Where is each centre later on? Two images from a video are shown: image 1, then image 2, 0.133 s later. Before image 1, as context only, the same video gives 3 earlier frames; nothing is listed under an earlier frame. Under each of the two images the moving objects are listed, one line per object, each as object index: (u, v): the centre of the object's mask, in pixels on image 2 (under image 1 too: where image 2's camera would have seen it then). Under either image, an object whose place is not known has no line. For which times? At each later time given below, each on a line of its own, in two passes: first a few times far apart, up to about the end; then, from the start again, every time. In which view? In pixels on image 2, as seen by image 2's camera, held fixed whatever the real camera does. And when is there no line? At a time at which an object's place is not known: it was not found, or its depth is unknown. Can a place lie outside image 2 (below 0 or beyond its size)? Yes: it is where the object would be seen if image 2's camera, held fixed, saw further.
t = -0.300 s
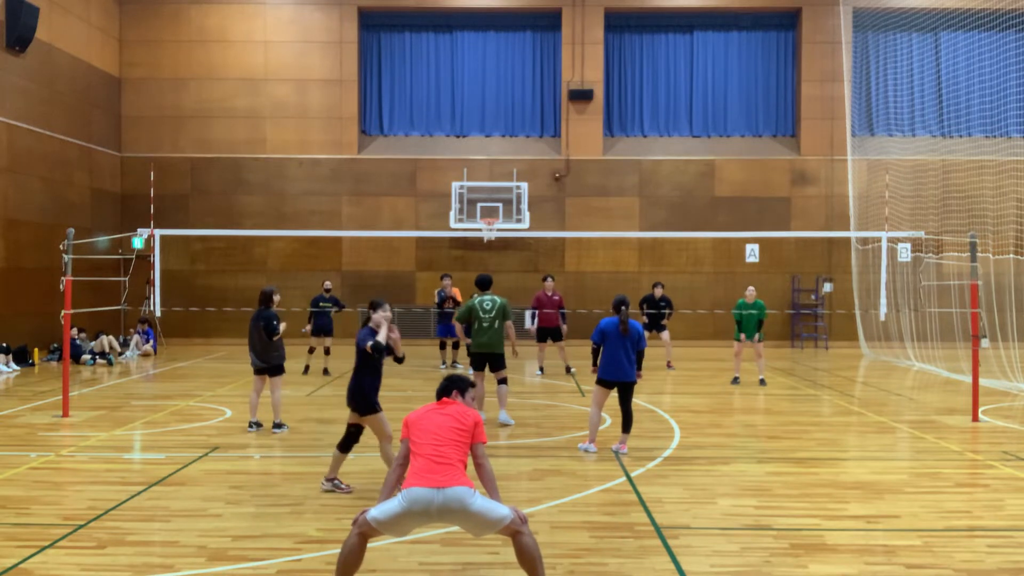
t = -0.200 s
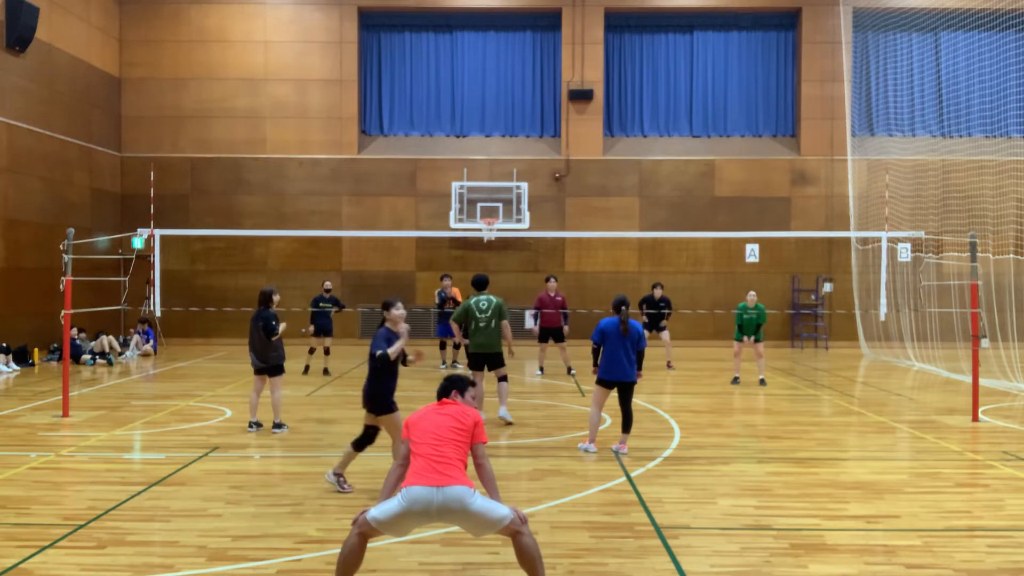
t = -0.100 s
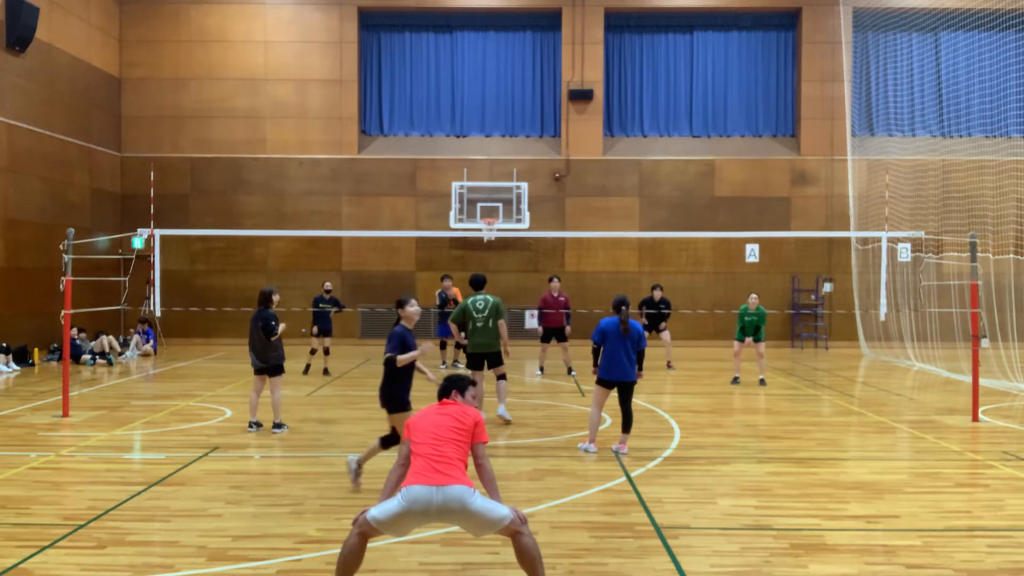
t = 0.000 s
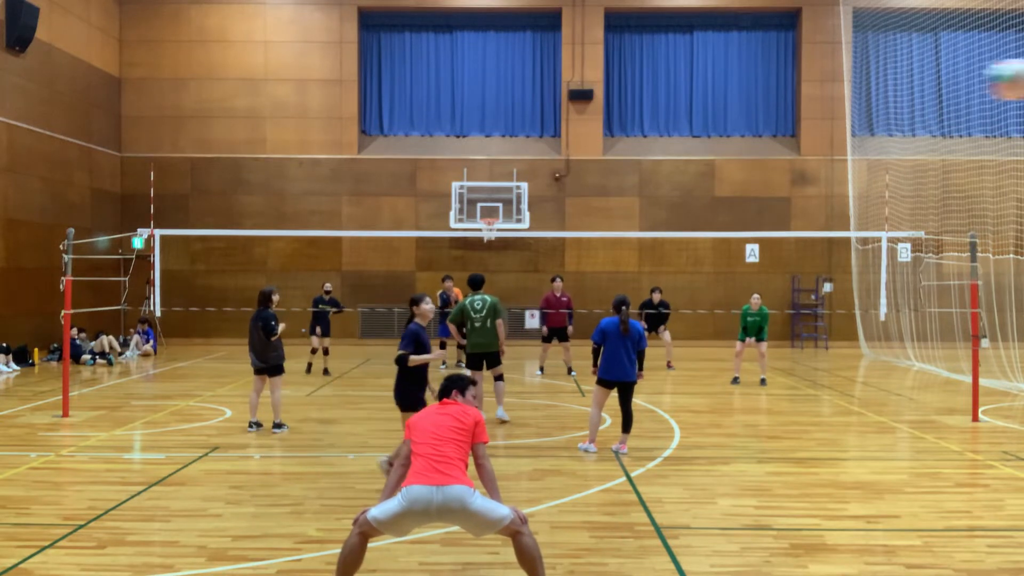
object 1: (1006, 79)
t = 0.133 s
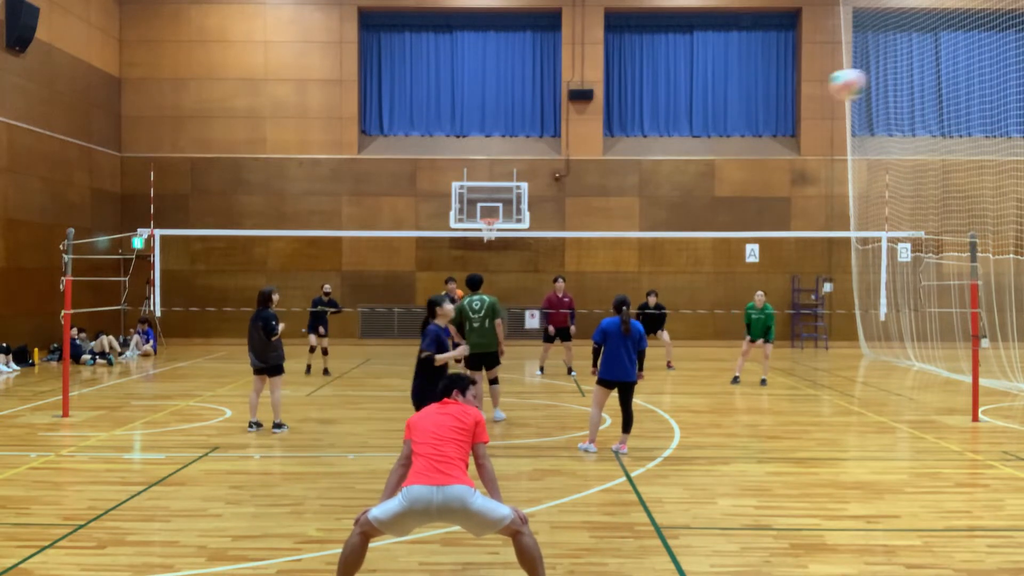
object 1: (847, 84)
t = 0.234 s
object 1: (770, 96)
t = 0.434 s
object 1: (675, 129)
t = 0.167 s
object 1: (818, 87)
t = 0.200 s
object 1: (792, 91)
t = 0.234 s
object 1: (770, 96)
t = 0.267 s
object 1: (749, 101)
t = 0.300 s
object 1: (731, 106)
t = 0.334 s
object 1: (714, 111)
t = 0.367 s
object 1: (700, 117)
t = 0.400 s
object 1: (686, 124)
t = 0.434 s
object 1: (675, 129)
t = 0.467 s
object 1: (663, 136)
